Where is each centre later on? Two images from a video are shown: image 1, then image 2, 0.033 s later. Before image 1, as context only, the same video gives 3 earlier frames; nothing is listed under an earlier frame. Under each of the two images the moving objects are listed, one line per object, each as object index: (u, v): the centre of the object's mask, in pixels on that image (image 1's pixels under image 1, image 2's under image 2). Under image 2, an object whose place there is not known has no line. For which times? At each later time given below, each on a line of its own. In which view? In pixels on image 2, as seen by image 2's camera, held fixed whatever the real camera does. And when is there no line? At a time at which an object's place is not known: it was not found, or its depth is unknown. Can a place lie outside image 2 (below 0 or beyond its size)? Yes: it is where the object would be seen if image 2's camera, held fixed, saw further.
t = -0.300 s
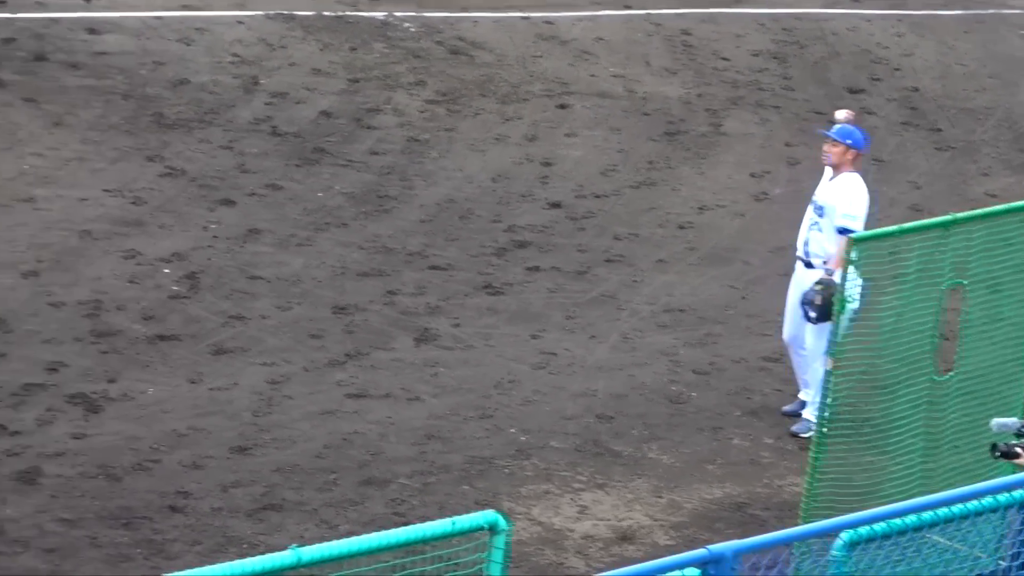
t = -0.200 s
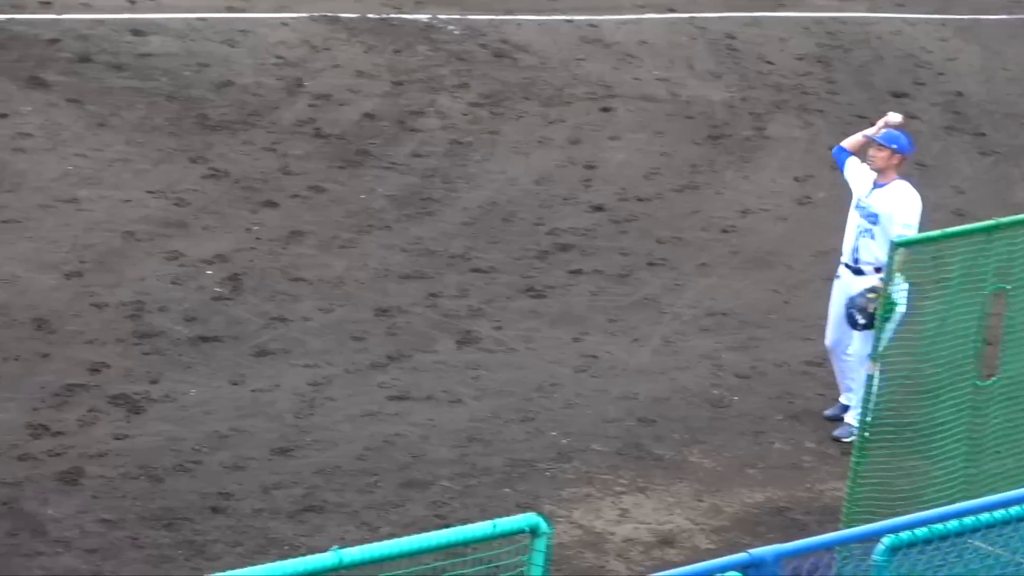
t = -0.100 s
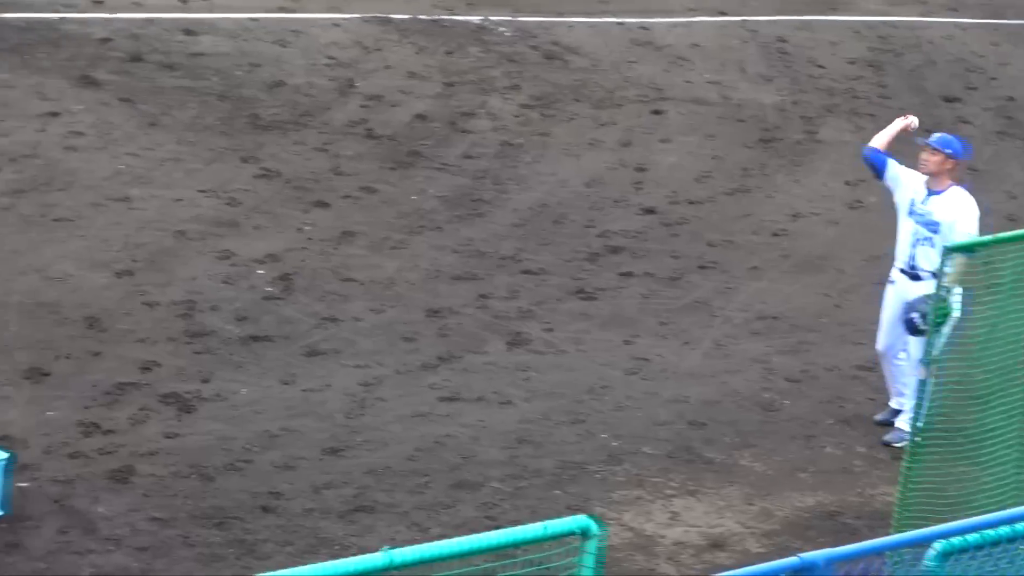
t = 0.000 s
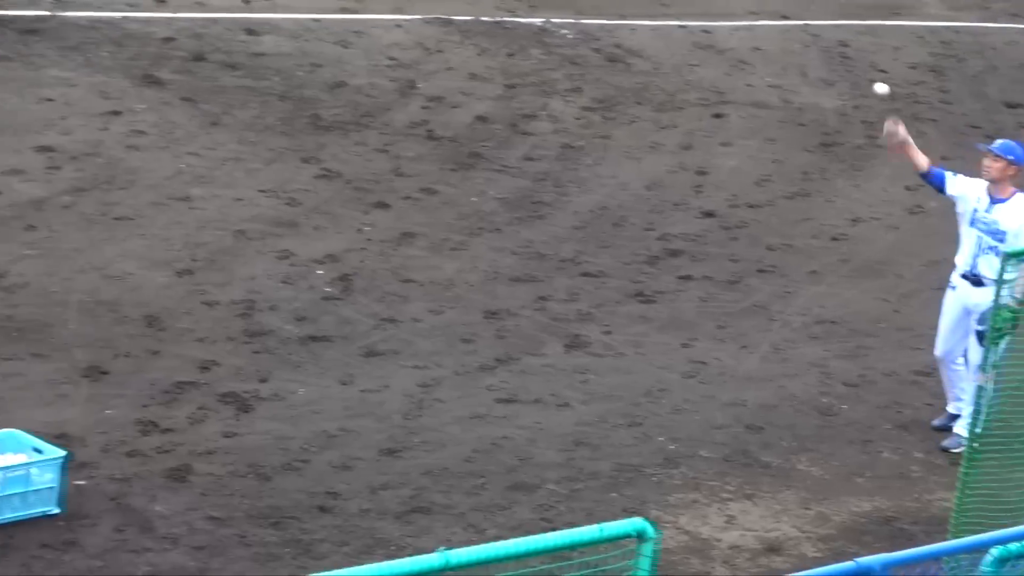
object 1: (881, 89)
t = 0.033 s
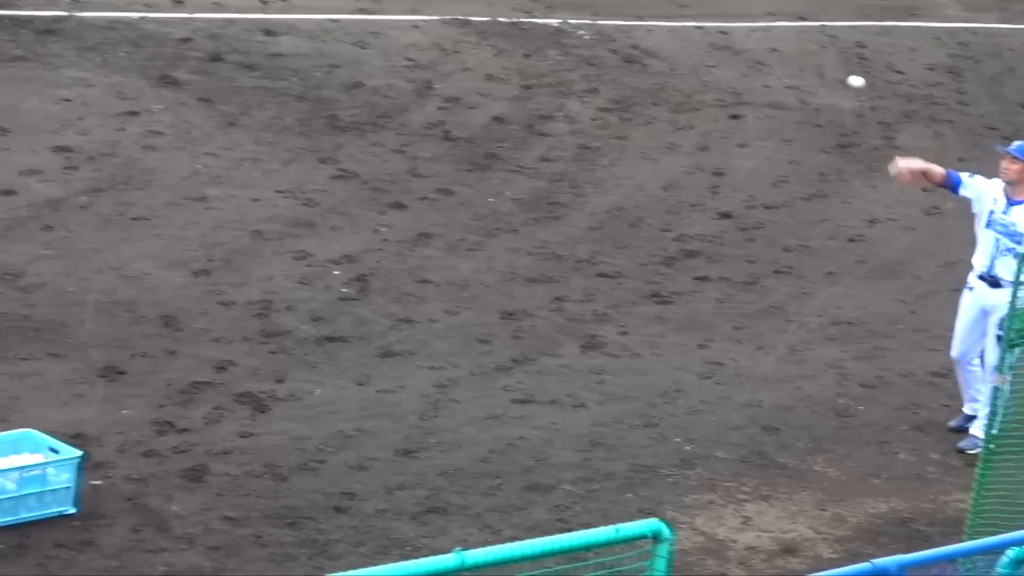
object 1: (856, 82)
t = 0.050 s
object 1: (838, 78)
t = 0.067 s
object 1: (818, 76)
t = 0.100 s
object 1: (779, 69)
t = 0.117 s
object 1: (758, 68)
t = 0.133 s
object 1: (737, 67)
